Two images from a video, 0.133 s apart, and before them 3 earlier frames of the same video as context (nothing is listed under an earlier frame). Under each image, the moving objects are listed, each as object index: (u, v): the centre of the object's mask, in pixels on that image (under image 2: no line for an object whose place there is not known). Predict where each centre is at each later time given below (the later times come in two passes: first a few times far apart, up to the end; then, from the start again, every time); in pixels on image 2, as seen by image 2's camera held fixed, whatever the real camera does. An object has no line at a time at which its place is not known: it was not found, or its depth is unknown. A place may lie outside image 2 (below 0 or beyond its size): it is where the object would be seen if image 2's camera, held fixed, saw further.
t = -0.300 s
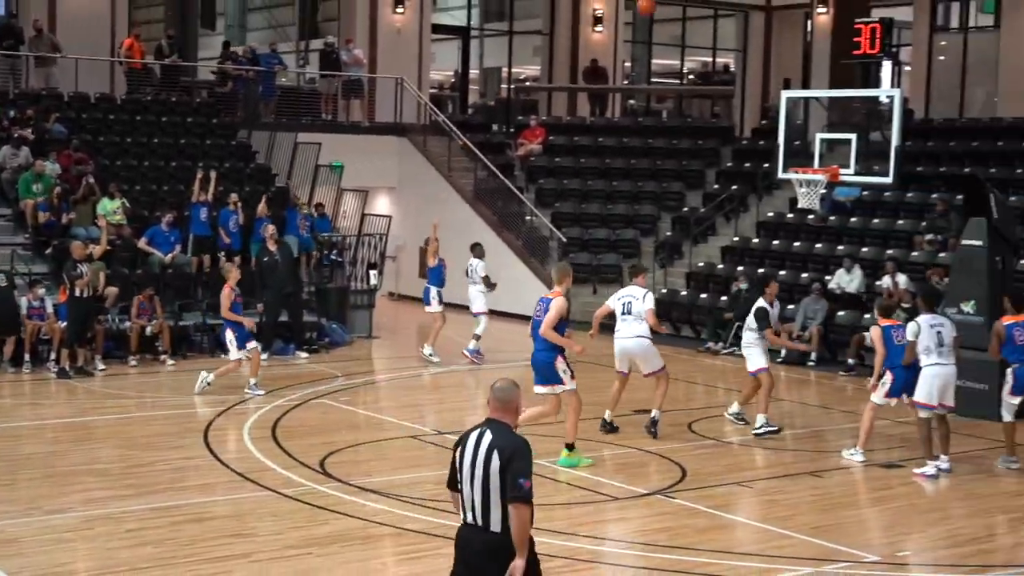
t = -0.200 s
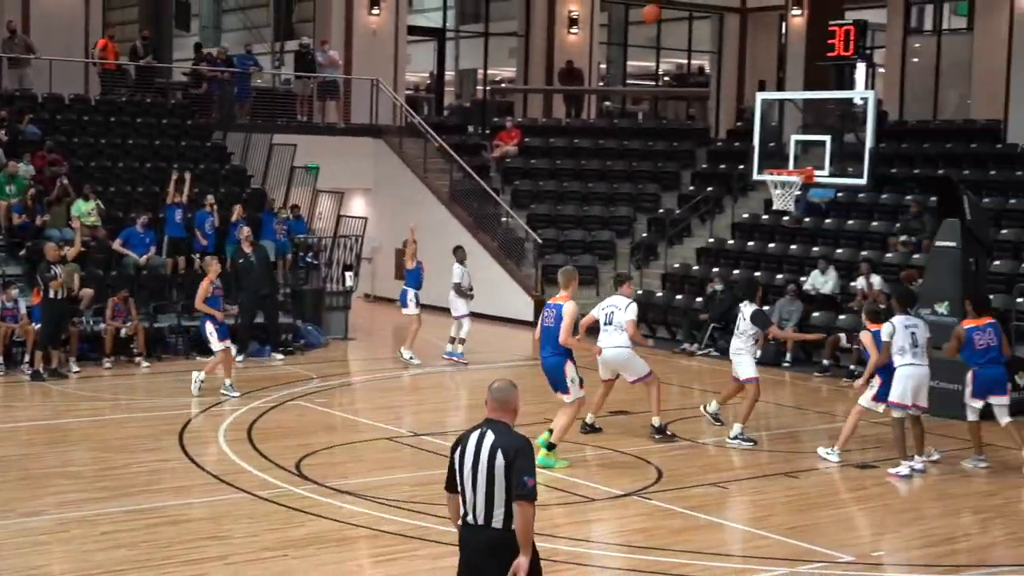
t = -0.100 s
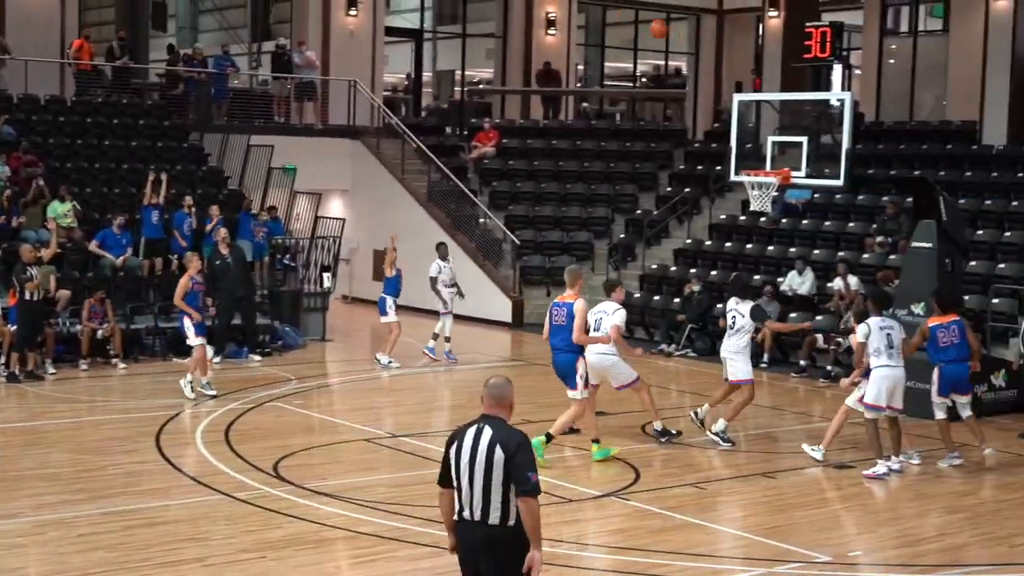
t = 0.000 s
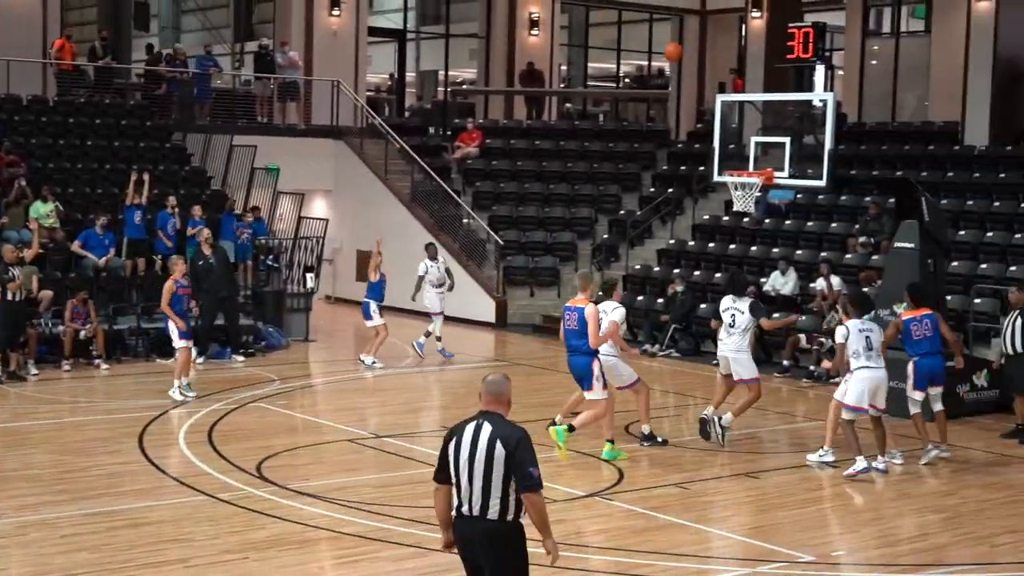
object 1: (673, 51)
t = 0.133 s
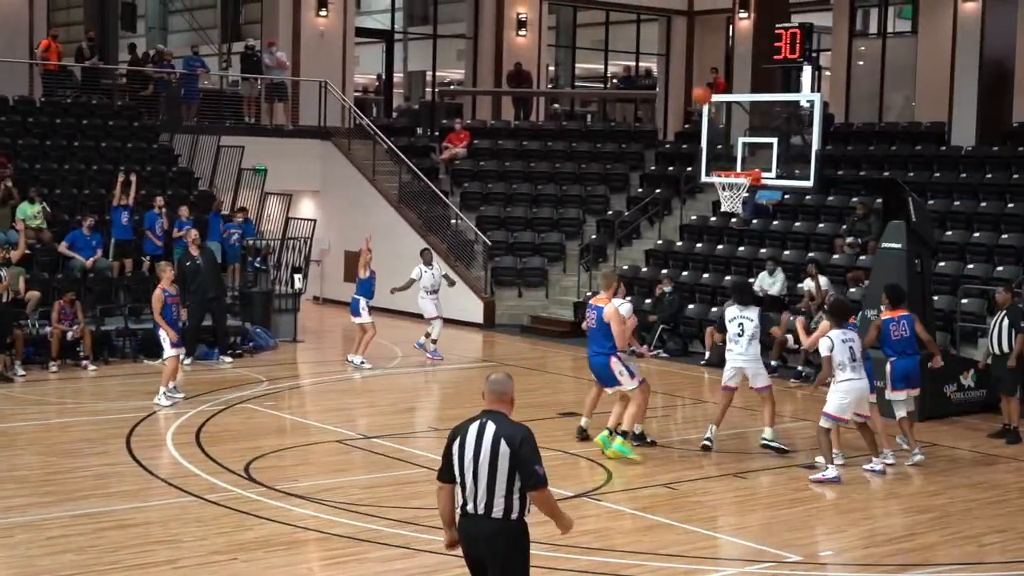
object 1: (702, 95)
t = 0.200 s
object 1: (723, 123)
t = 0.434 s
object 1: (756, 111)
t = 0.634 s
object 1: (761, 57)
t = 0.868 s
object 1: (766, 40)
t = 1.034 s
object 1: (768, 57)
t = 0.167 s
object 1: (712, 109)
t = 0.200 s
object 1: (723, 123)
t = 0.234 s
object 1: (733, 138)
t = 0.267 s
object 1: (744, 154)
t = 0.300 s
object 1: (751, 162)
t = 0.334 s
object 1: (753, 148)
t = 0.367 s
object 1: (754, 134)
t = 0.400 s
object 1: (755, 122)
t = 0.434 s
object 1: (756, 111)
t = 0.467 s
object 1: (757, 99)
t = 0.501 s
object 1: (758, 88)
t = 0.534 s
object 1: (759, 80)
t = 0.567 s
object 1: (760, 72)
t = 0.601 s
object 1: (760, 64)
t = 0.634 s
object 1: (761, 57)
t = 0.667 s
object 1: (762, 52)
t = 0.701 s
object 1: (762, 48)
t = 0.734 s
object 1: (763, 44)
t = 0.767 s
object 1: (764, 42)
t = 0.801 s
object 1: (765, 40)
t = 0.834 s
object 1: (765, 40)
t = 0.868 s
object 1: (766, 40)
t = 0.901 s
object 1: (766, 41)
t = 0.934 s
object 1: (767, 43)
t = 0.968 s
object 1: (767, 47)
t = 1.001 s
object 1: (768, 51)
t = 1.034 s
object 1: (768, 57)
